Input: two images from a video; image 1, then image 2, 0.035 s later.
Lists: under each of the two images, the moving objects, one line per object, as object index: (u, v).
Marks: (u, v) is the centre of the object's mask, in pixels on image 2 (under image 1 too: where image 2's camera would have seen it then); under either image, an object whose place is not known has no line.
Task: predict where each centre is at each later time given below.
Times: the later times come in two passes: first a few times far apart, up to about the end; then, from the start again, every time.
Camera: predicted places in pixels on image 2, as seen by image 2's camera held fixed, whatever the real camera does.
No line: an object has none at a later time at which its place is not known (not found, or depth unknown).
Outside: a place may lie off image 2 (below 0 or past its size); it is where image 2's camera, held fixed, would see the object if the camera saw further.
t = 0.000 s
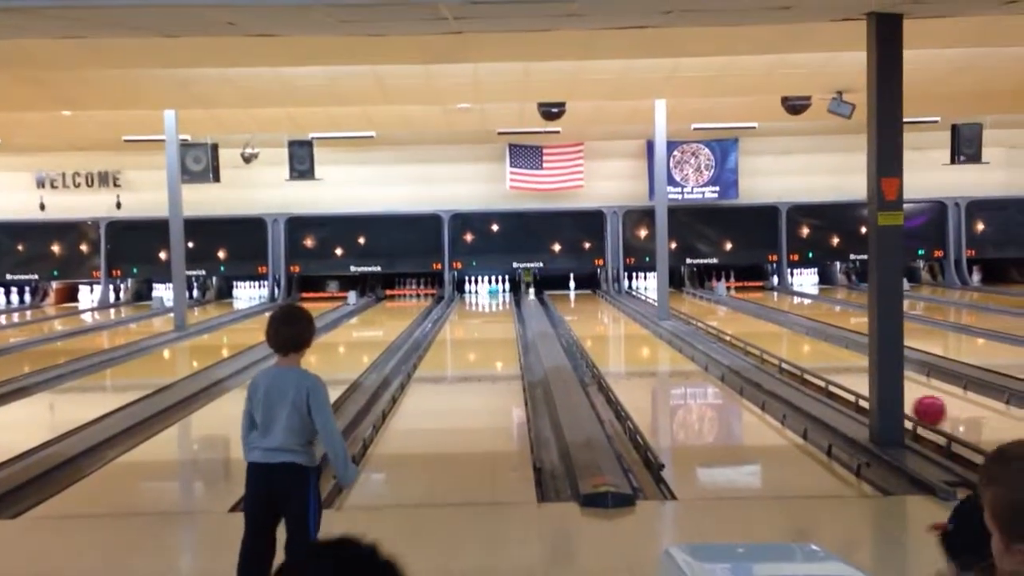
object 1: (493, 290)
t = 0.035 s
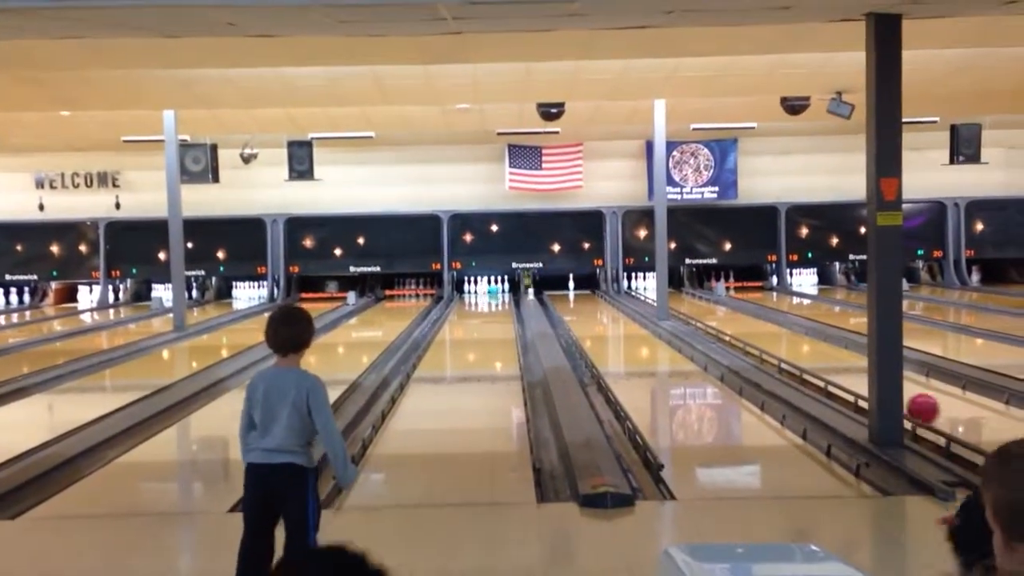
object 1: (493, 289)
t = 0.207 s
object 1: (495, 288)
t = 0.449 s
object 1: (499, 288)
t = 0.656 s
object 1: (501, 288)
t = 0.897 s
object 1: (505, 287)
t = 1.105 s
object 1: (507, 288)
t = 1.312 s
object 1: (510, 288)
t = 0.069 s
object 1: (493, 289)
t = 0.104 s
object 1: (493, 289)
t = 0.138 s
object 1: (494, 289)
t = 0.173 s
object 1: (494, 289)
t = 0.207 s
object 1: (495, 288)
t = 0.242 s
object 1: (497, 288)
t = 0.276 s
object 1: (496, 288)
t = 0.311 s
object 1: (497, 288)
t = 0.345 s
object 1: (497, 288)
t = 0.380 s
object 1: (498, 288)
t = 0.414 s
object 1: (498, 288)
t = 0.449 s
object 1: (499, 288)
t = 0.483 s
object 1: (499, 288)
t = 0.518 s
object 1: (500, 288)
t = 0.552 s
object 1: (500, 288)
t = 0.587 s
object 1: (501, 288)
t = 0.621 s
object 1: (500, 288)
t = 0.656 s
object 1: (501, 288)
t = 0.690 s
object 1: (502, 288)
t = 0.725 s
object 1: (502, 288)
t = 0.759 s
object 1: (503, 288)
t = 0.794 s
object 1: (503, 288)
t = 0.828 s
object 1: (504, 288)
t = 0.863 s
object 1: (505, 288)
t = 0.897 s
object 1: (505, 287)
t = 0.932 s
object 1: (505, 288)
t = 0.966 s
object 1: (506, 288)
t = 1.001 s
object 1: (505, 288)
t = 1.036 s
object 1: (506, 288)
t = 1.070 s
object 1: (506, 288)
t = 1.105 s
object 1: (507, 288)
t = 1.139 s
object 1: (507, 288)
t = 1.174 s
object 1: (507, 288)
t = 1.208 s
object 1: (508, 288)
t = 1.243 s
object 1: (509, 288)
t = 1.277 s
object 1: (509, 288)
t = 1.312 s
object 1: (510, 288)
